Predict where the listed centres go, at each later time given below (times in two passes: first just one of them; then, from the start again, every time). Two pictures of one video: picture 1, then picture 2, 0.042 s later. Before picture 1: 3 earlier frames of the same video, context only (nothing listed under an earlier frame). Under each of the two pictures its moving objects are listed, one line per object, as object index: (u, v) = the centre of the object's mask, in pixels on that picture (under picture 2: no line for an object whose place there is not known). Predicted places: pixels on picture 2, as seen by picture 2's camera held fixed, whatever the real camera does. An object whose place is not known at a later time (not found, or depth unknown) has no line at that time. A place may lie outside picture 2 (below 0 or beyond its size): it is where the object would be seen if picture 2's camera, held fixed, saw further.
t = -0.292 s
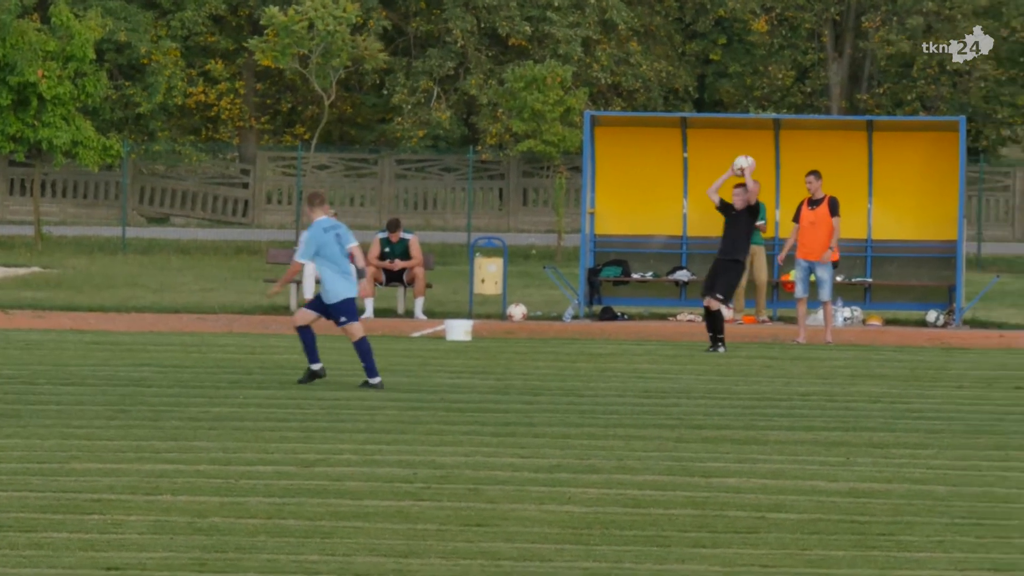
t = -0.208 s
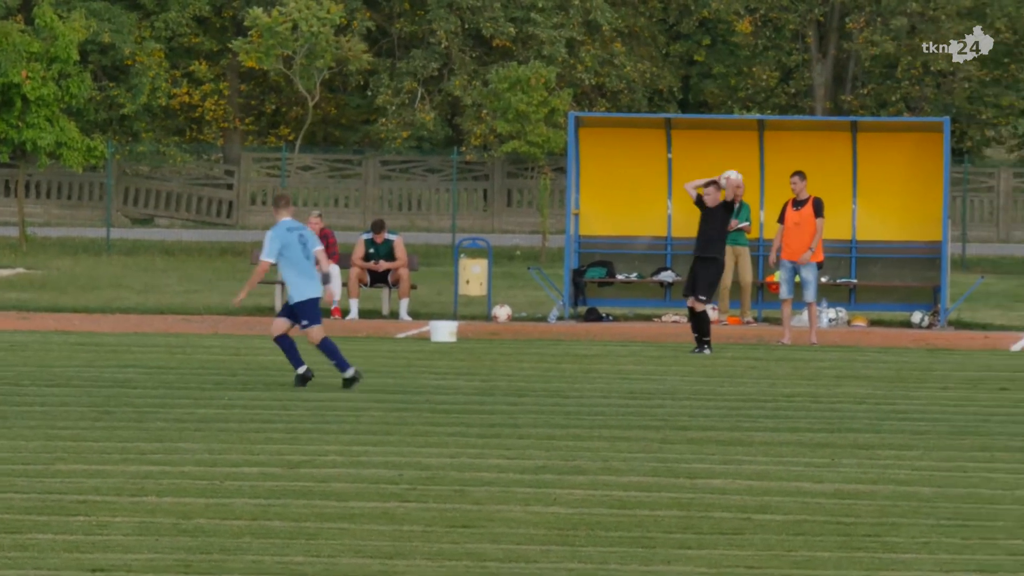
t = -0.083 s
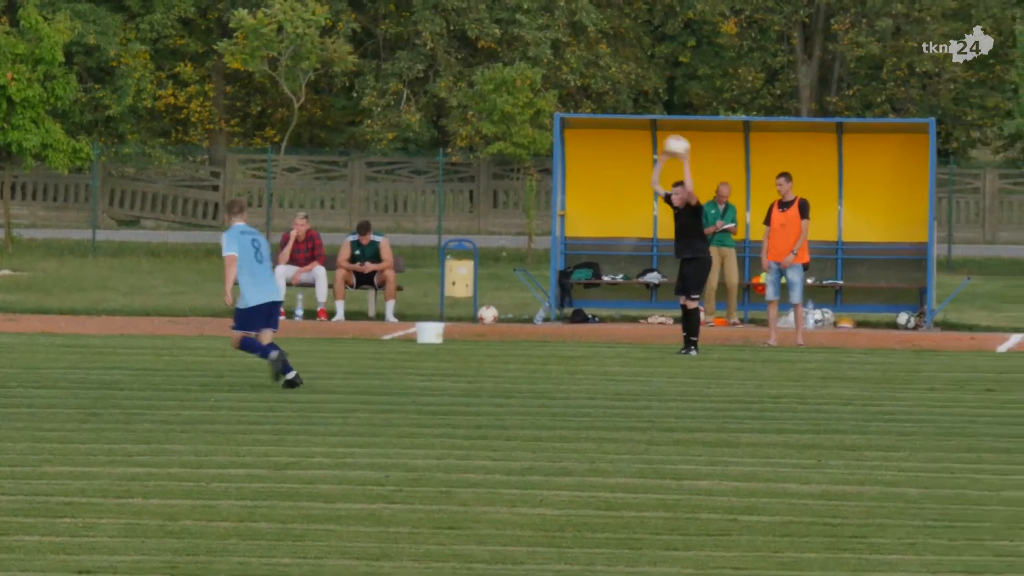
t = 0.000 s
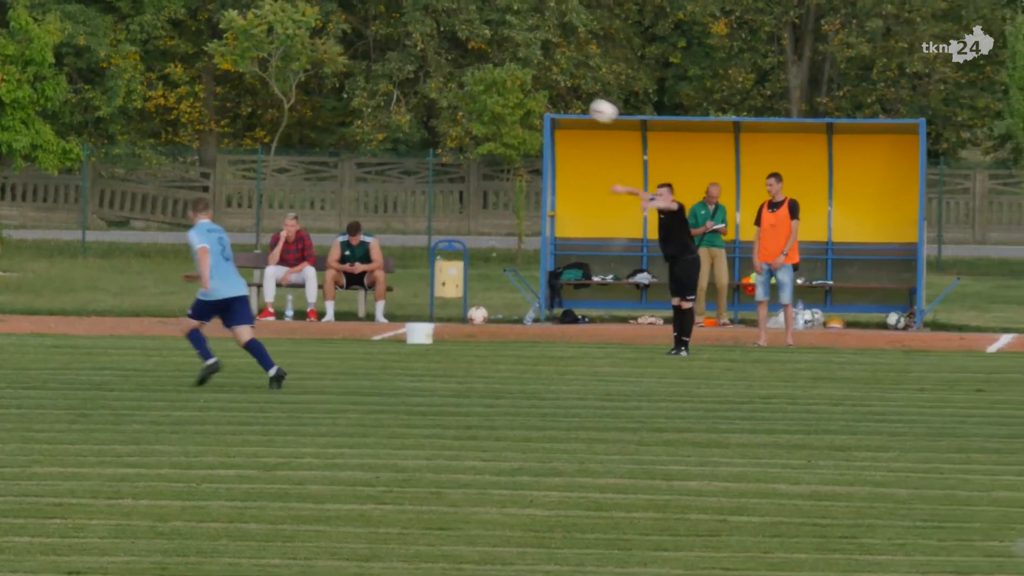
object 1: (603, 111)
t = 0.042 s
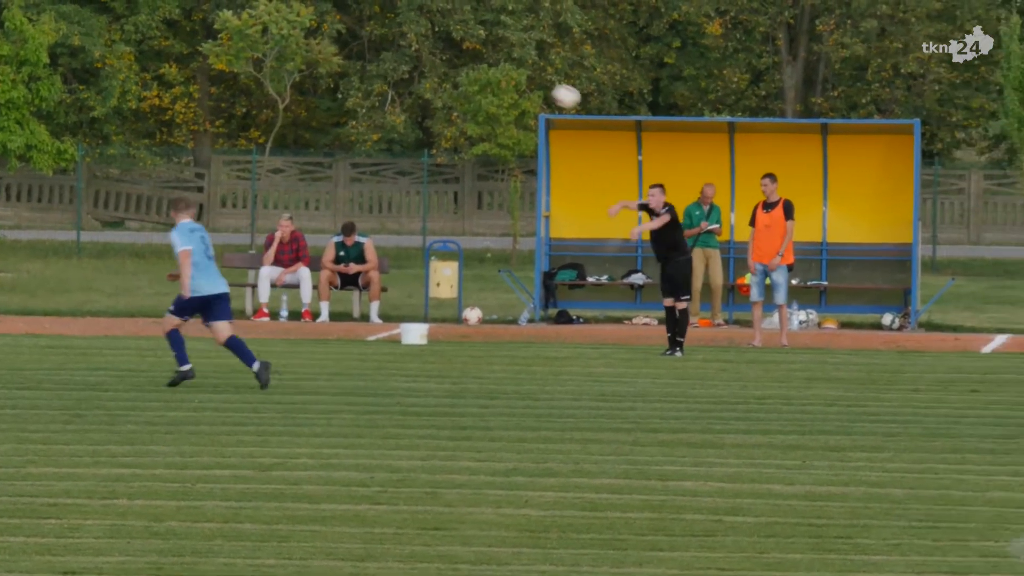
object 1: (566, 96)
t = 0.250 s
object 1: (406, 42)
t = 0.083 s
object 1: (534, 82)
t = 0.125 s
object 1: (502, 69)
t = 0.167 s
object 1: (470, 59)
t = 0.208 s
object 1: (438, 50)
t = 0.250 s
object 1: (406, 42)
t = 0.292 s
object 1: (373, 37)
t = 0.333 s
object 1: (339, 32)
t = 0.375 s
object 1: (308, 29)
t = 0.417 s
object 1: (276, 27)
